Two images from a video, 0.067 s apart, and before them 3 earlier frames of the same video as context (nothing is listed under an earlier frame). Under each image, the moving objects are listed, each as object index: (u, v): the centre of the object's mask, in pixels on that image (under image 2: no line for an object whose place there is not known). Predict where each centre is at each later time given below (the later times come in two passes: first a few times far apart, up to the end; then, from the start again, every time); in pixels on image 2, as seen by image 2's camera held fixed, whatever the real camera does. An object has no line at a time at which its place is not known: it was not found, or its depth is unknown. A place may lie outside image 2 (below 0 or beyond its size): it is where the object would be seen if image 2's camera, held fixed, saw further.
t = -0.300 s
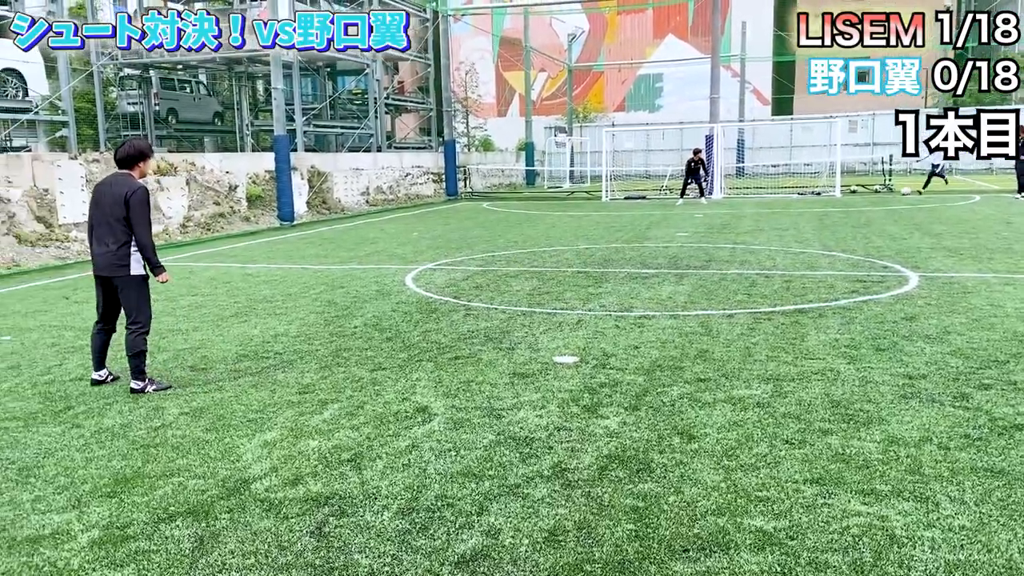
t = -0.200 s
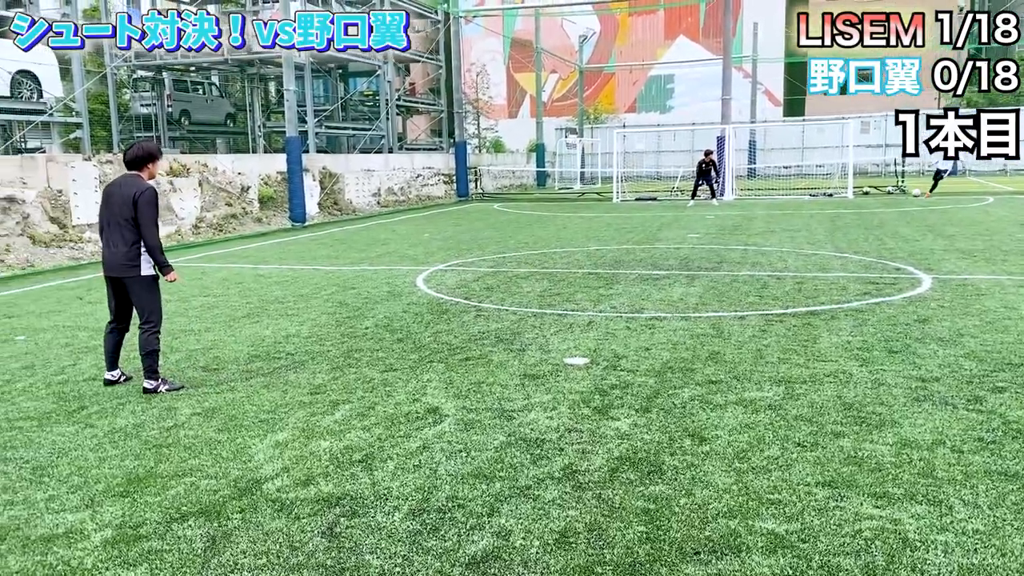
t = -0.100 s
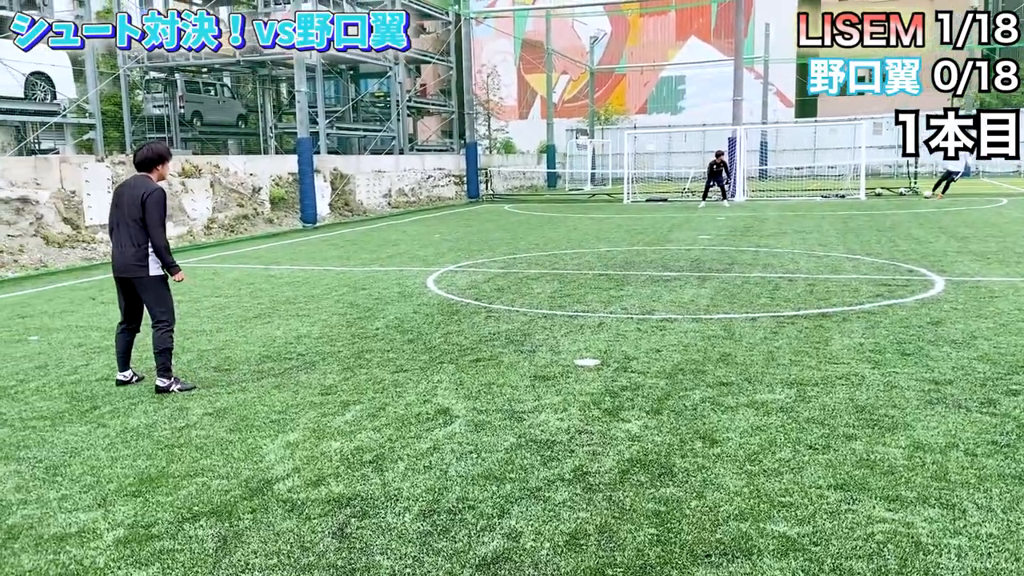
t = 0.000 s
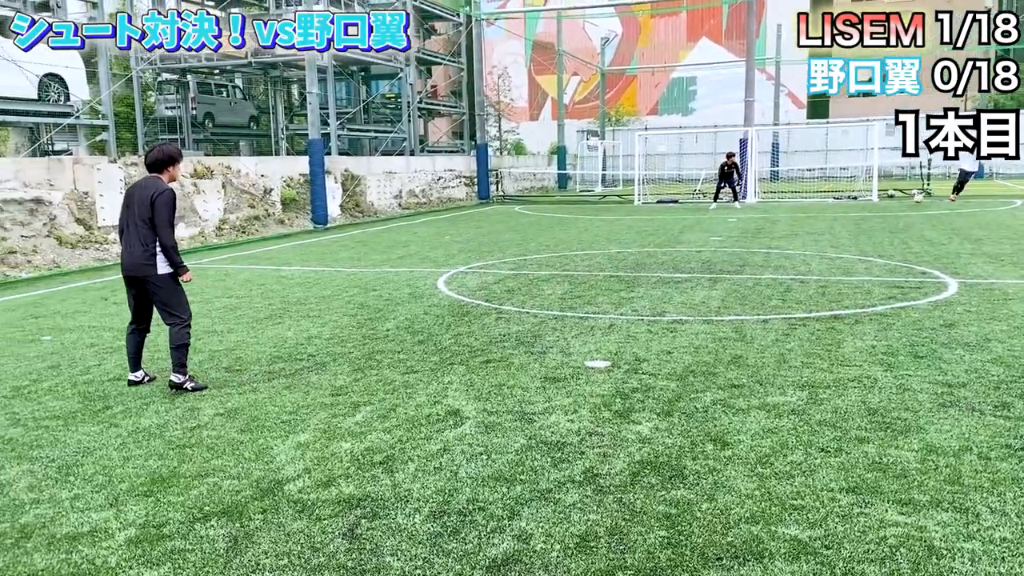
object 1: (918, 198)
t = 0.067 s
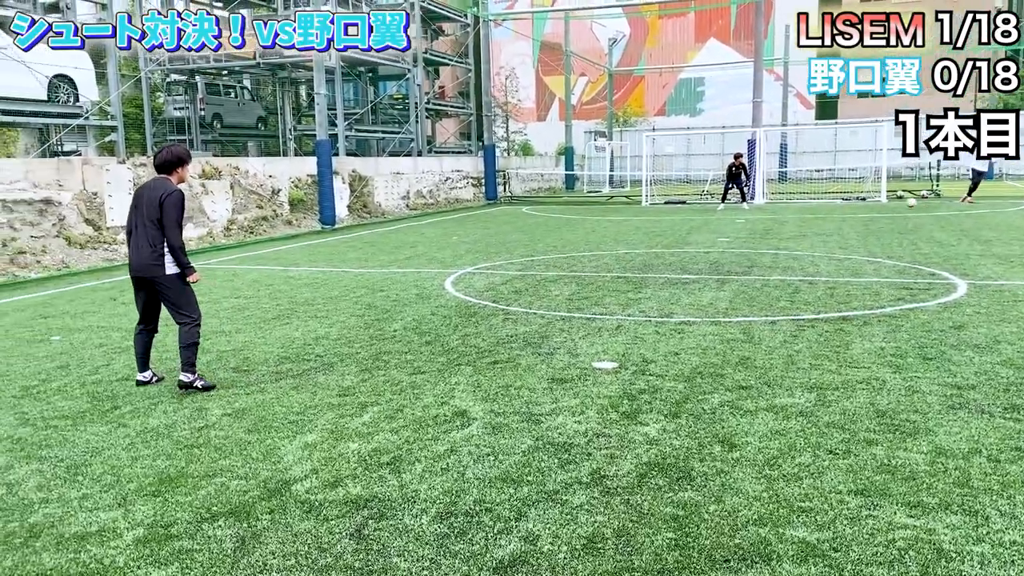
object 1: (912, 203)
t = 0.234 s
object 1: (866, 213)
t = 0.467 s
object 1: (792, 230)
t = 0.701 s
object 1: (701, 247)
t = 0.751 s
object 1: (678, 254)
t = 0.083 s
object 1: (907, 204)
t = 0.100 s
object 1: (902, 205)
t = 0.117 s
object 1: (898, 206)
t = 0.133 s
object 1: (893, 207)
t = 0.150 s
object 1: (889, 208)
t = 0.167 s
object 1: (884, 209)
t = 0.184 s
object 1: (879, 211)
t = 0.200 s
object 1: (875, 212)
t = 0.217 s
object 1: (870, 213)
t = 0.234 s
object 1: (866, 213)
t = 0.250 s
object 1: (860, 214)
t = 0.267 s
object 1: (856, 215)
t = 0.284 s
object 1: (851, 215)
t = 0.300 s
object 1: (846, 217)
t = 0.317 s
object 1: (841, 218)
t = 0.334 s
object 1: (836, 219)
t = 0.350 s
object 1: (831, 221)
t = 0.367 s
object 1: (826, 222)
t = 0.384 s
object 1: (820, 223)
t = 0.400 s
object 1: (815, 225)
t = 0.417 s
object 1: (809, 226)
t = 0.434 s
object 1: (804, 227)
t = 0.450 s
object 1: (798, 228)
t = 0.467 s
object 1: (792, 230)
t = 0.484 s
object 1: (786, 231)
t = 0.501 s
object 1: (781, 232)
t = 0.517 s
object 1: (775, 233)
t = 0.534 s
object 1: (768, 235)
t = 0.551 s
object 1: (762, 236)
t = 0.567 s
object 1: (756, 237)
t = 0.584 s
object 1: (750, 237)
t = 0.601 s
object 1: (743, 238)
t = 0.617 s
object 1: (737, 239)
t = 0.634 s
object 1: (730, 240)
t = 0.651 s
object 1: (723, 241)
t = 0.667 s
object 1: (716, 243)
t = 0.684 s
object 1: (709, 244)
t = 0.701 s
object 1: (701, 247)
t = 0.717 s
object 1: (693, 249)
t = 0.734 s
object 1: (686, 252)
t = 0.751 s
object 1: (678, 254)
